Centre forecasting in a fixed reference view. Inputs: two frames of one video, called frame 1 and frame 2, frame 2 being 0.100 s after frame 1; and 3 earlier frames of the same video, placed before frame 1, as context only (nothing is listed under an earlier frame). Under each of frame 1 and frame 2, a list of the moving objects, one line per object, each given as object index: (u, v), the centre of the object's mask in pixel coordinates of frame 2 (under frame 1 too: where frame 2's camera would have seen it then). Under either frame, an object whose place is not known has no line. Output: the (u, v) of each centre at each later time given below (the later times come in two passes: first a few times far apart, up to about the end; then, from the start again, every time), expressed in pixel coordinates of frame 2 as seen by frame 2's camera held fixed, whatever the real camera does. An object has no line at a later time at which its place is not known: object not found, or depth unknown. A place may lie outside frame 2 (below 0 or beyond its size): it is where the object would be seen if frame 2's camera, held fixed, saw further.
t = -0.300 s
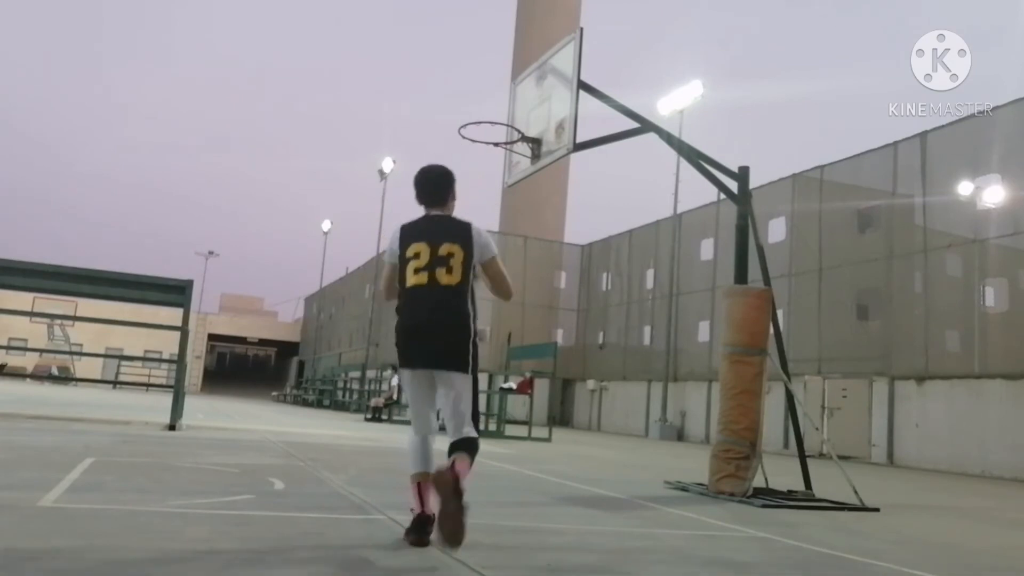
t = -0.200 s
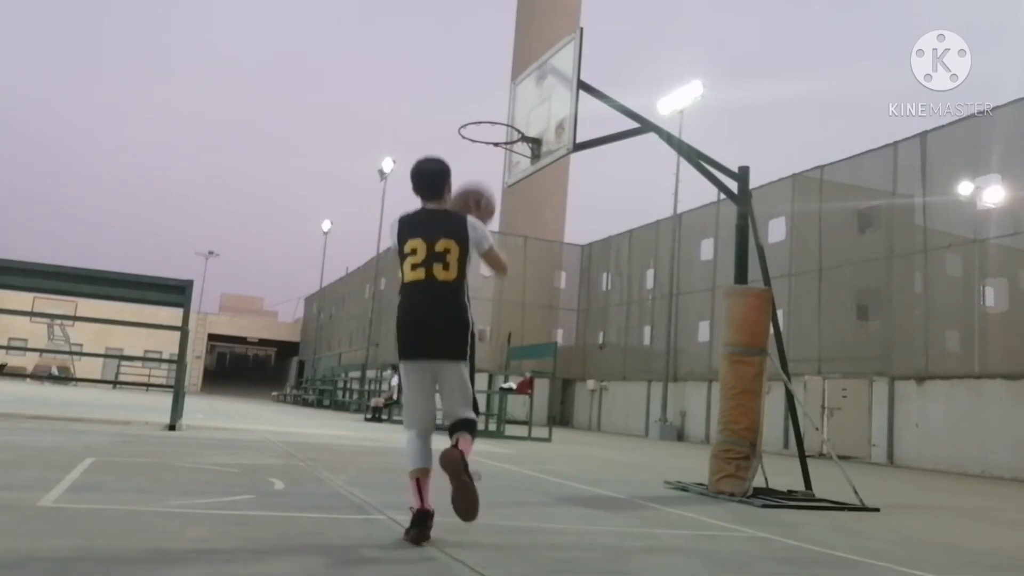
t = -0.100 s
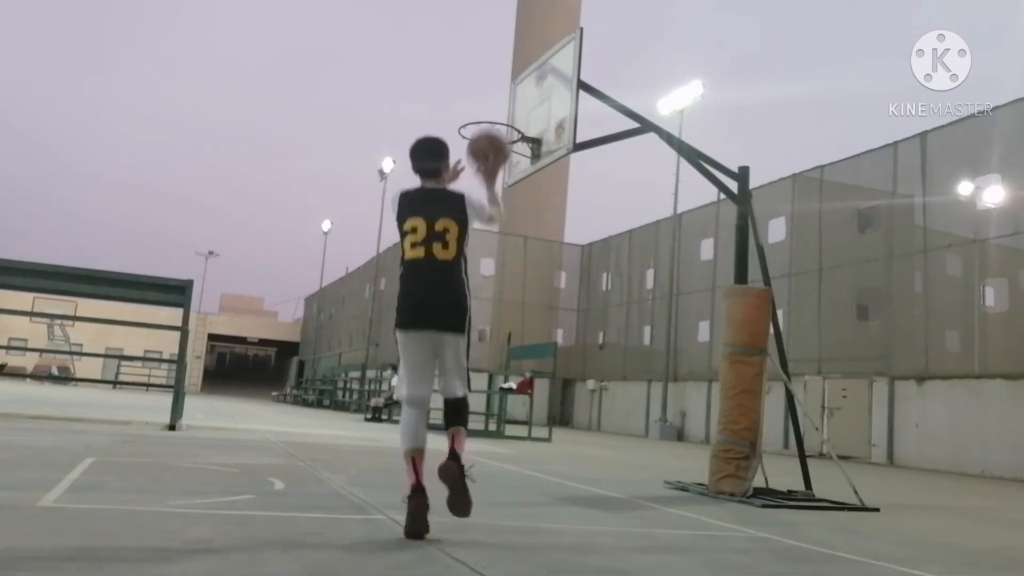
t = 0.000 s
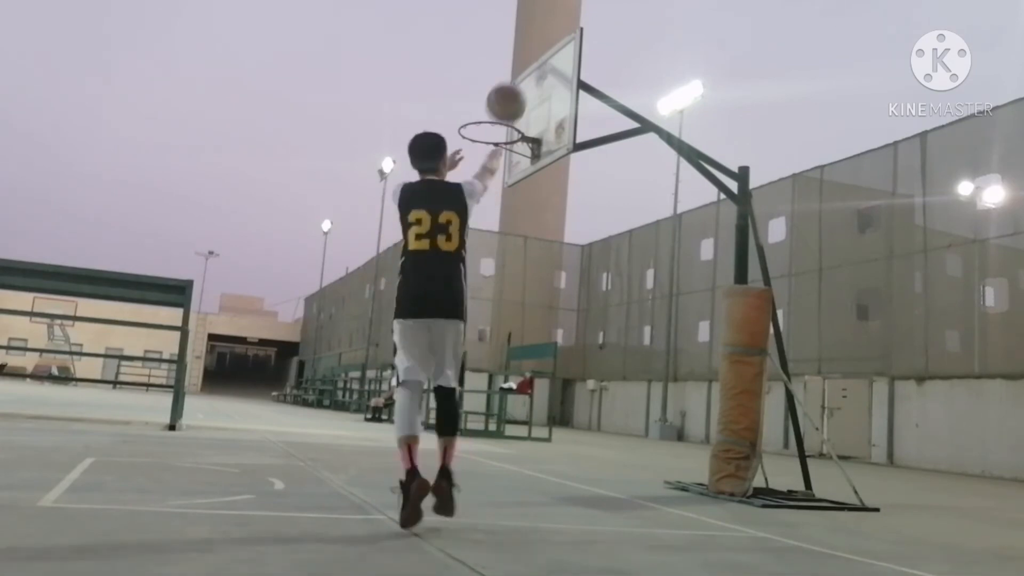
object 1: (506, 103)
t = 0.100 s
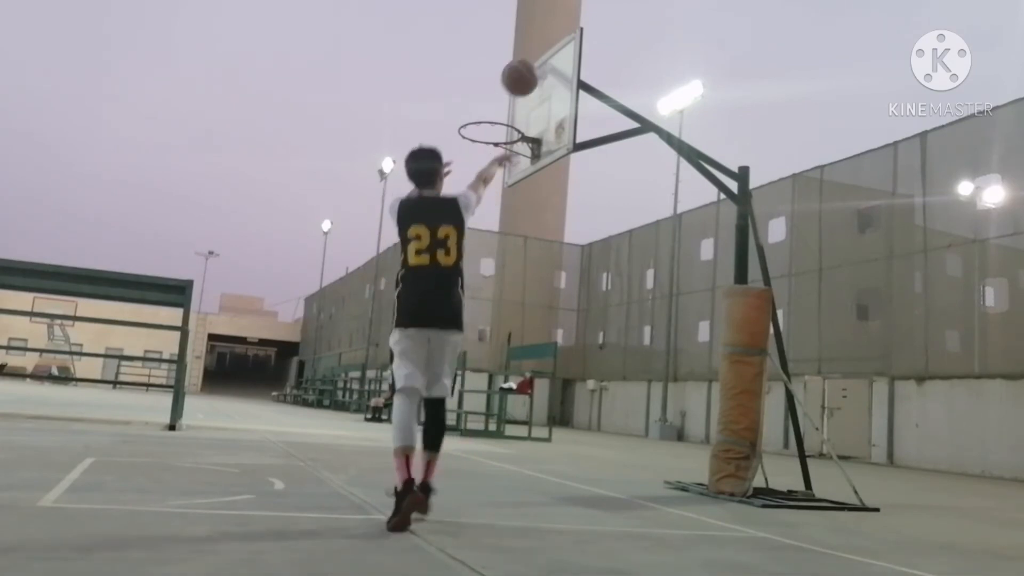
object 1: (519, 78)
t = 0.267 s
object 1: (537, 71)
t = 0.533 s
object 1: (497, 110)
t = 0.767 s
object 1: (492, 151)
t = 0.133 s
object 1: (523, 74)
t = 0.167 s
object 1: (527, 70)
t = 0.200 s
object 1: (530, 69)
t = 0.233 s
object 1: (533, 69)
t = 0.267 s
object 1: (537, 71)
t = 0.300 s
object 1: (539, 74)
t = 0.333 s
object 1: (541, 78)
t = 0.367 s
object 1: (540, 82)
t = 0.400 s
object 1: (532, 85)
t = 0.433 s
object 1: (523, 89)
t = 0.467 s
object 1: (515, 94)
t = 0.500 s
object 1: (506, 101)
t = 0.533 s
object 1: (497, 110)
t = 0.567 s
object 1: (488, 119)
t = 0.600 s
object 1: (480, 130)
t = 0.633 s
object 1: (478, 135)
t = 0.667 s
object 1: (482, 136)
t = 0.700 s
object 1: (485, 139)
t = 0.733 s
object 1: (489, 144)
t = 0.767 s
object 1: (492, 151)
